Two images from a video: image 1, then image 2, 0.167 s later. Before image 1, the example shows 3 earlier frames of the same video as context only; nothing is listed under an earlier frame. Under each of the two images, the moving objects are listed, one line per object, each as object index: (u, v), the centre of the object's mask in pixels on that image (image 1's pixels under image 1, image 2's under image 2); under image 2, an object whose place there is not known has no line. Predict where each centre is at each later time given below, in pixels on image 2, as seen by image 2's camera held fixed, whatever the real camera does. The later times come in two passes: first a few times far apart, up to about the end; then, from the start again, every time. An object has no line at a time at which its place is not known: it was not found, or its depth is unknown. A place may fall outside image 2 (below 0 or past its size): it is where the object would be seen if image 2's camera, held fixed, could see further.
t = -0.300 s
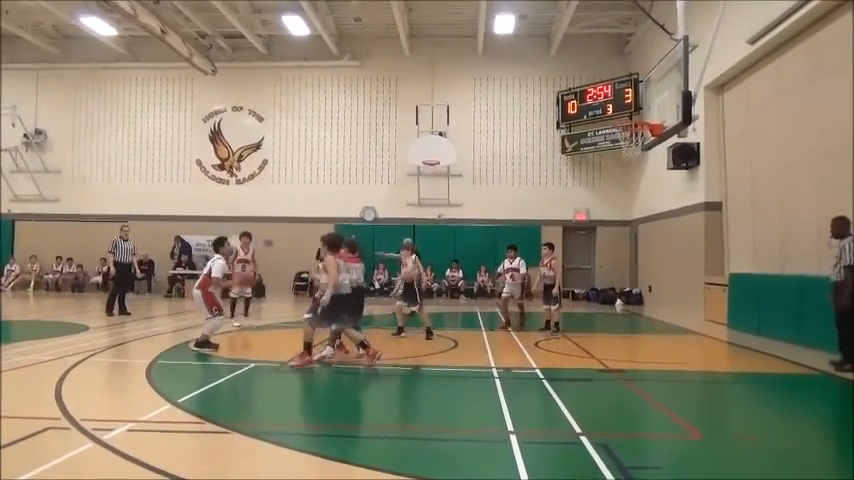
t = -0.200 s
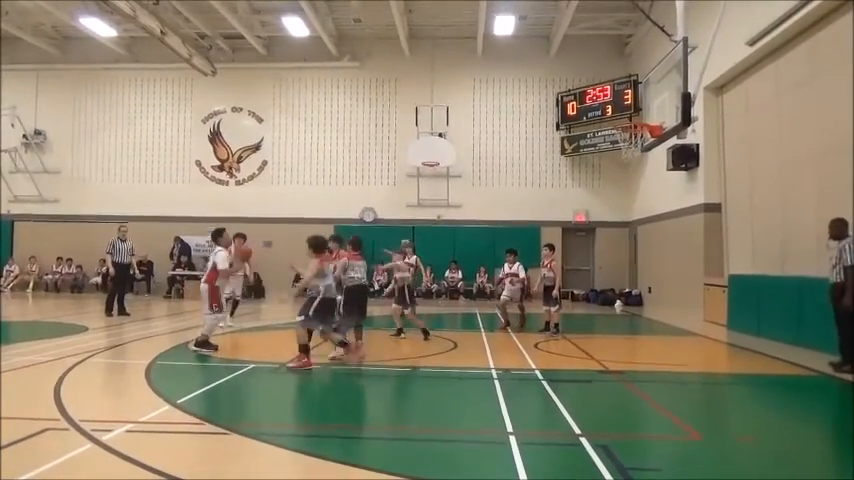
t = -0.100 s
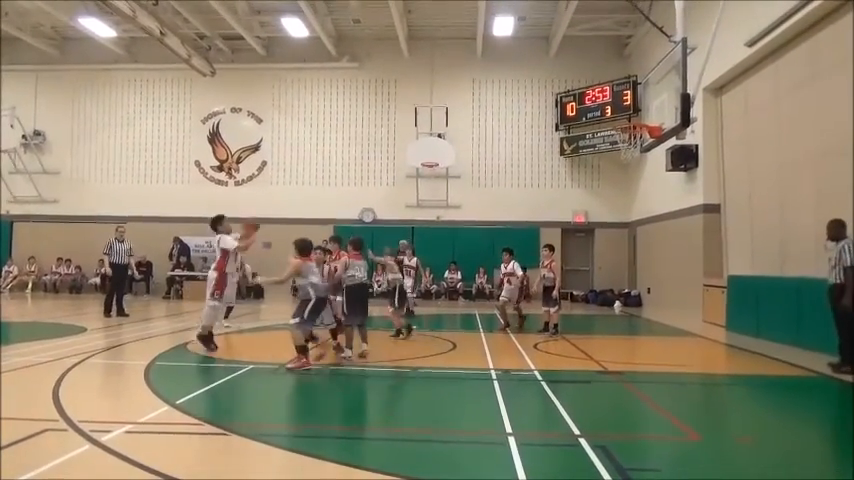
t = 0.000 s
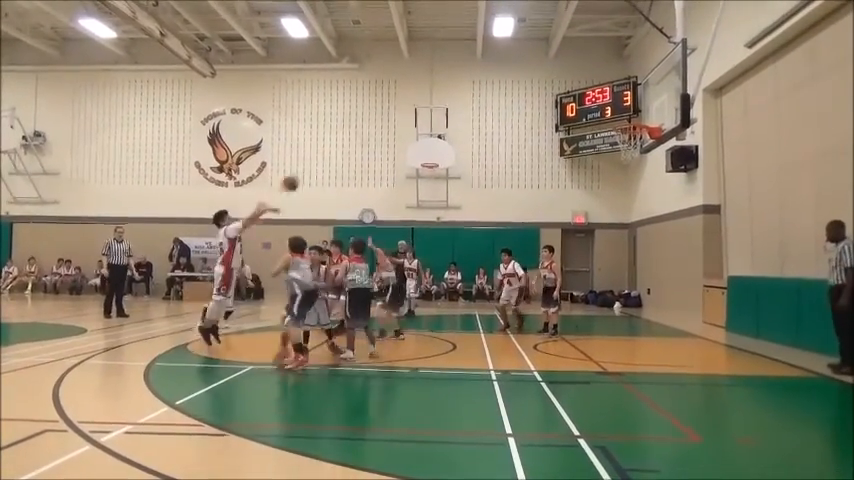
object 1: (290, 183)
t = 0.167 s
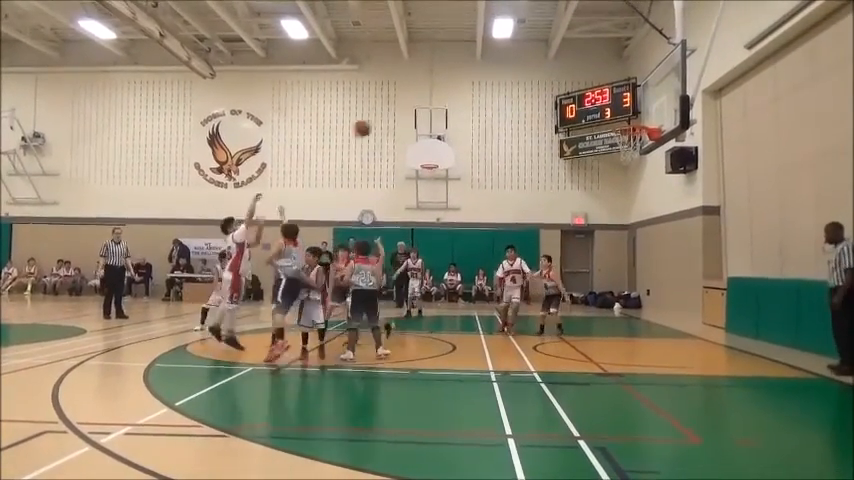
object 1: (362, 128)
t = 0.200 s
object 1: (376, 119)
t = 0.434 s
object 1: (472, 84)
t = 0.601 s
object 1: (538, 85)
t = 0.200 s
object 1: (376, 119)
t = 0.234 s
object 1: (390, 111)
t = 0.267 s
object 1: (403, 104)
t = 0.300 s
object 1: (417, 99)
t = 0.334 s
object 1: (431, 94)
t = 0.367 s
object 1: (445, 90)
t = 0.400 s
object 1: (458, 87)
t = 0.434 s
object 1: (472, 84)
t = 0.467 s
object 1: (485, 83)
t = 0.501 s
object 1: (499, 82)
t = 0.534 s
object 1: (511, 82)
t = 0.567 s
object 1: (525, 83)
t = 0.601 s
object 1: (538, 85)
